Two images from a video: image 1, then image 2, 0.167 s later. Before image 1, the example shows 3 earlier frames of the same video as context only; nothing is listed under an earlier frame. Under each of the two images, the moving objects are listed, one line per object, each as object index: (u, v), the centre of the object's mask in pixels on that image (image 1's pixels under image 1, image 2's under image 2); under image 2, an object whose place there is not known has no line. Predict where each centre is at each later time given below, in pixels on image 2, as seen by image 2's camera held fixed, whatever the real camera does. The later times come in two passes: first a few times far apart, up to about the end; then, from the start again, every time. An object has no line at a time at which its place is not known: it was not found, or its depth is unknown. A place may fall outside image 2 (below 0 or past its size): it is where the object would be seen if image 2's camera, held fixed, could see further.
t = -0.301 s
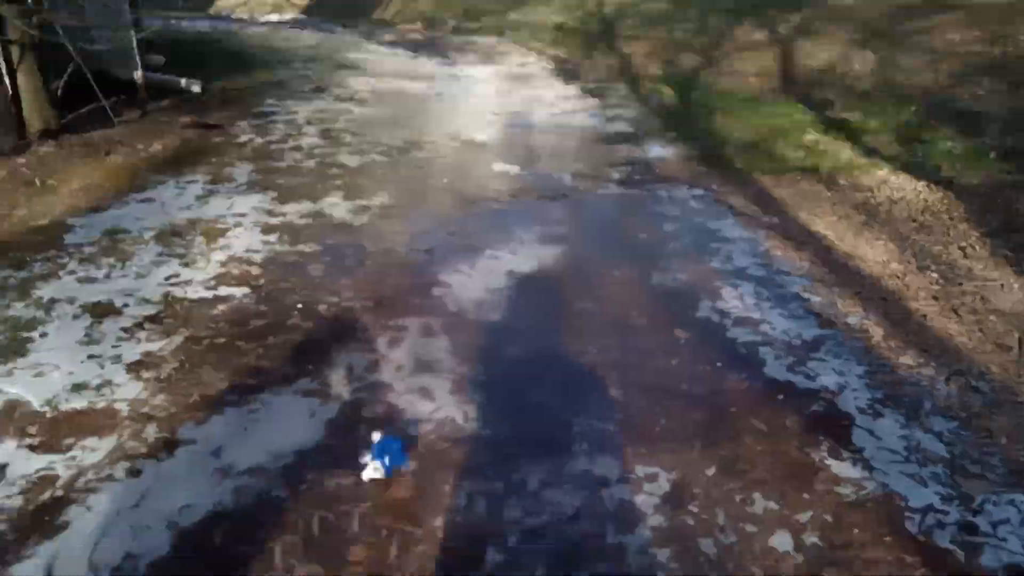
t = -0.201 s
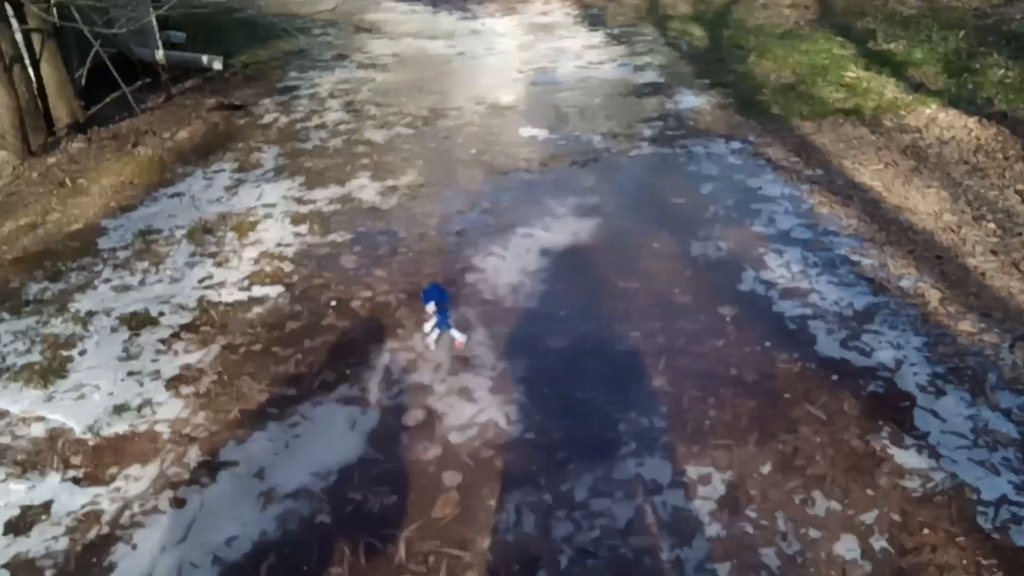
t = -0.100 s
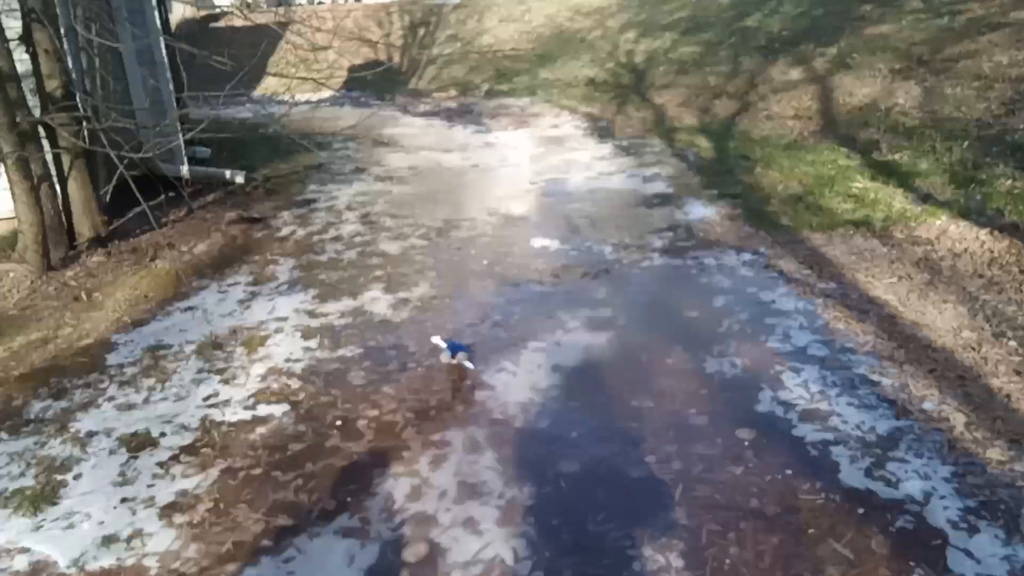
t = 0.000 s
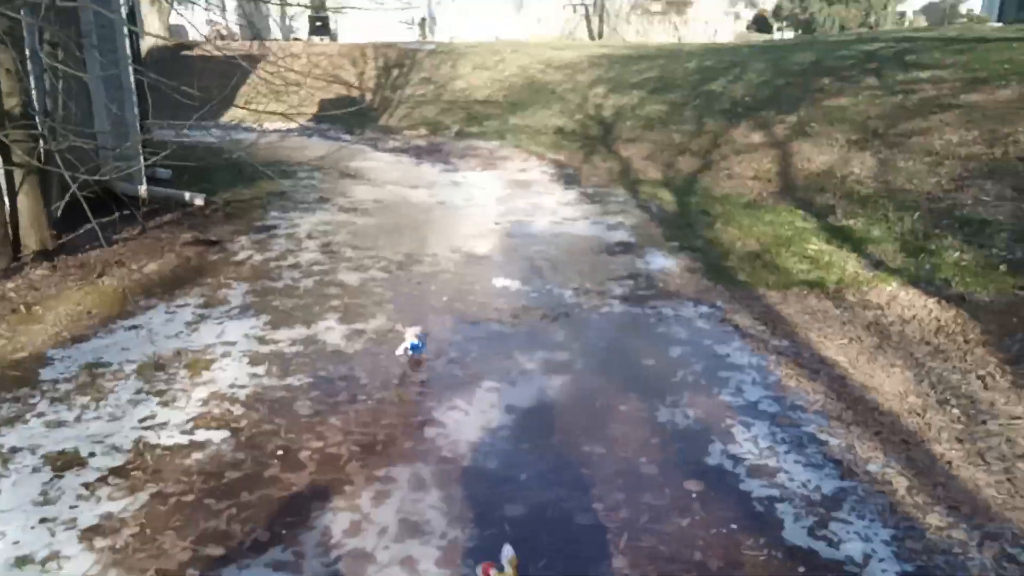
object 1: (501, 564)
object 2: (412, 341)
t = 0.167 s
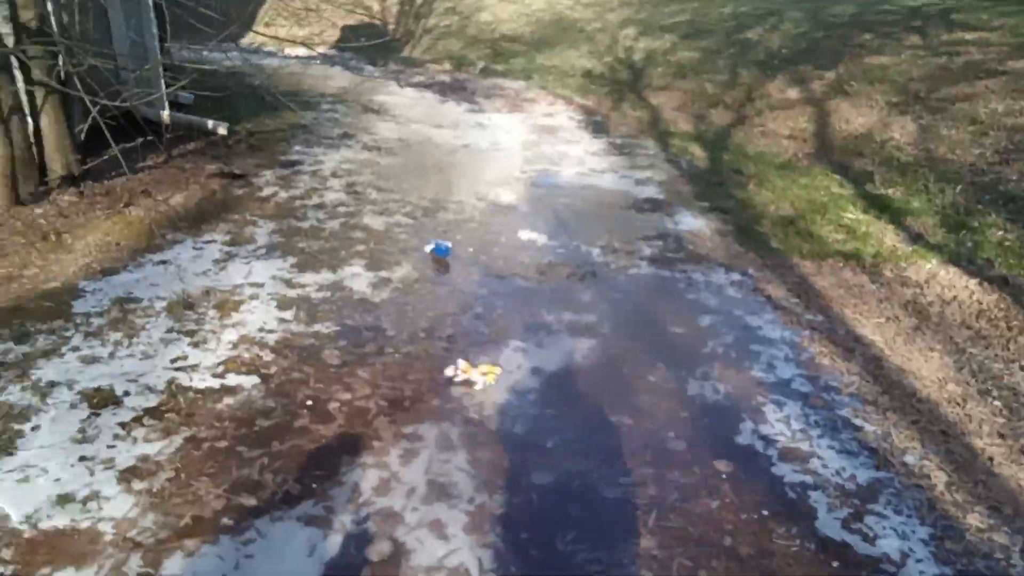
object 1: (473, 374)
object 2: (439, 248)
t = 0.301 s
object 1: (444, 298)
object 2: (439, 221)
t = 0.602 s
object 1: (415, 231)
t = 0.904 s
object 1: (404, 206)
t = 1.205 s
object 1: (405, 204)
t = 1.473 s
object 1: (405, 205)
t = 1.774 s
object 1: (405, 205)
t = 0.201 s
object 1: (466, 348)
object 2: (437, 240)
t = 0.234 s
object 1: (458, 329)
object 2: (438, 233)
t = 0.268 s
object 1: (451, 312)
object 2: (438, 226)
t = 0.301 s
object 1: (444, 298)
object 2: (439, 221)
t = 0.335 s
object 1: (440, 284)
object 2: (438, 217)
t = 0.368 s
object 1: (435, 272)
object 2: (440, 215)
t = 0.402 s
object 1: (431, 263)
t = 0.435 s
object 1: (428, 258)
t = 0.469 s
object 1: (424, 251)
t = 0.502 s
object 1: (421, 246)
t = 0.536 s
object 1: (418, 241)
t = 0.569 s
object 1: (415, 235)
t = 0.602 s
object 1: (415, 231)
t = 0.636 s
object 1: (412, 226)
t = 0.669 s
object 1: (408, 219)
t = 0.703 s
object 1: (408, 217)
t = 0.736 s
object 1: (407, 215)
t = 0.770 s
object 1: (407, 211)
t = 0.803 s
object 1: (405, 210)
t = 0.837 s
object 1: (405, 206)
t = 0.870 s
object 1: (405, 205)
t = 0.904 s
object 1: (404, 206)
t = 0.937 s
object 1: (402, 205)
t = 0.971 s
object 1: (402, 204)
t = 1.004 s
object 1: (403, 204)
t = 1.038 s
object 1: (404, 204)
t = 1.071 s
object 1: (404, 203)
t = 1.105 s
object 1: (404, 203)
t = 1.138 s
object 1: (404, 203)
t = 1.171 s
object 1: (405, 204)
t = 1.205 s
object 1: (405, 204)
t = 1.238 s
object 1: (405, 205)
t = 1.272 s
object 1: (406, 205)
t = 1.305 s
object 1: (405, 205)
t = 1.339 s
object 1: (405, 205)
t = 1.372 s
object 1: (405, 205)
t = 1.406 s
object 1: (404, 205)
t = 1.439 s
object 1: (404, 205)
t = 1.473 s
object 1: (405, 205)
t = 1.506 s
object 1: (405, 205)
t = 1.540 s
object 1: (405, 205)
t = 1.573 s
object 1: (405, 205)
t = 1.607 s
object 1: (405, 205)
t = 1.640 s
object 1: (405, 205)
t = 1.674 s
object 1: (405, 205)
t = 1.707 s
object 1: (405, 205)
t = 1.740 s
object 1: (405, 205)
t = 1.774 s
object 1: (405, 205)
